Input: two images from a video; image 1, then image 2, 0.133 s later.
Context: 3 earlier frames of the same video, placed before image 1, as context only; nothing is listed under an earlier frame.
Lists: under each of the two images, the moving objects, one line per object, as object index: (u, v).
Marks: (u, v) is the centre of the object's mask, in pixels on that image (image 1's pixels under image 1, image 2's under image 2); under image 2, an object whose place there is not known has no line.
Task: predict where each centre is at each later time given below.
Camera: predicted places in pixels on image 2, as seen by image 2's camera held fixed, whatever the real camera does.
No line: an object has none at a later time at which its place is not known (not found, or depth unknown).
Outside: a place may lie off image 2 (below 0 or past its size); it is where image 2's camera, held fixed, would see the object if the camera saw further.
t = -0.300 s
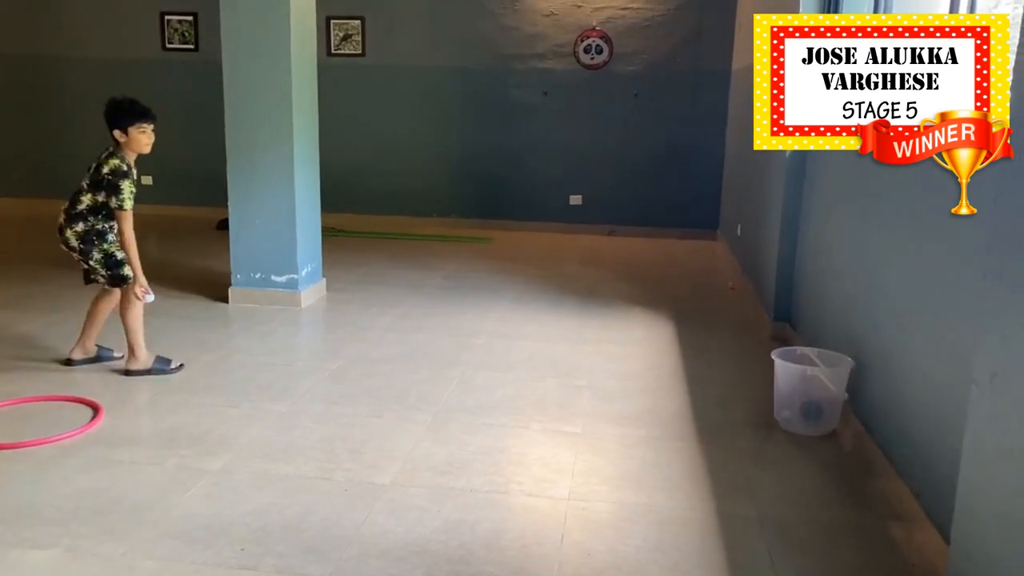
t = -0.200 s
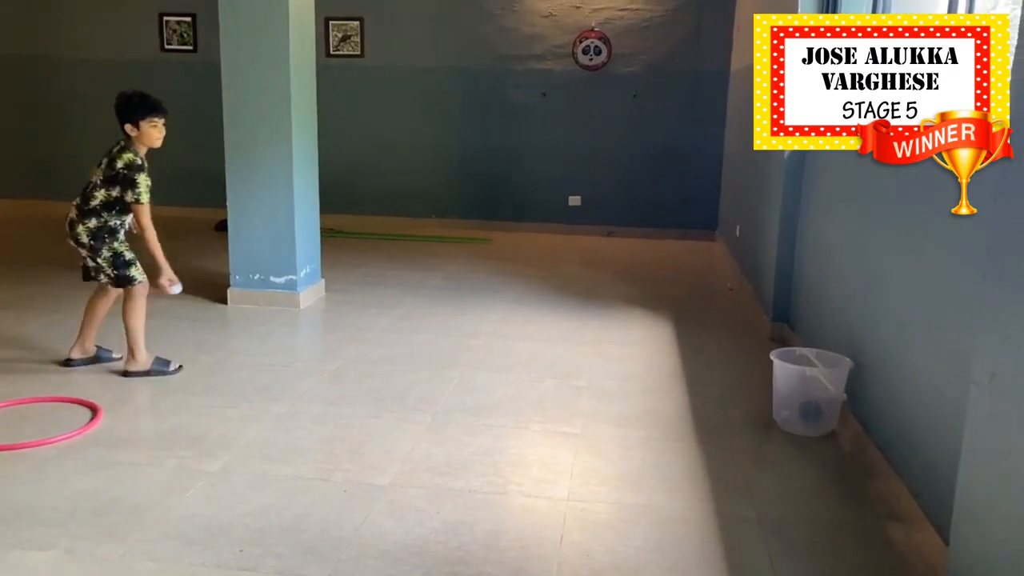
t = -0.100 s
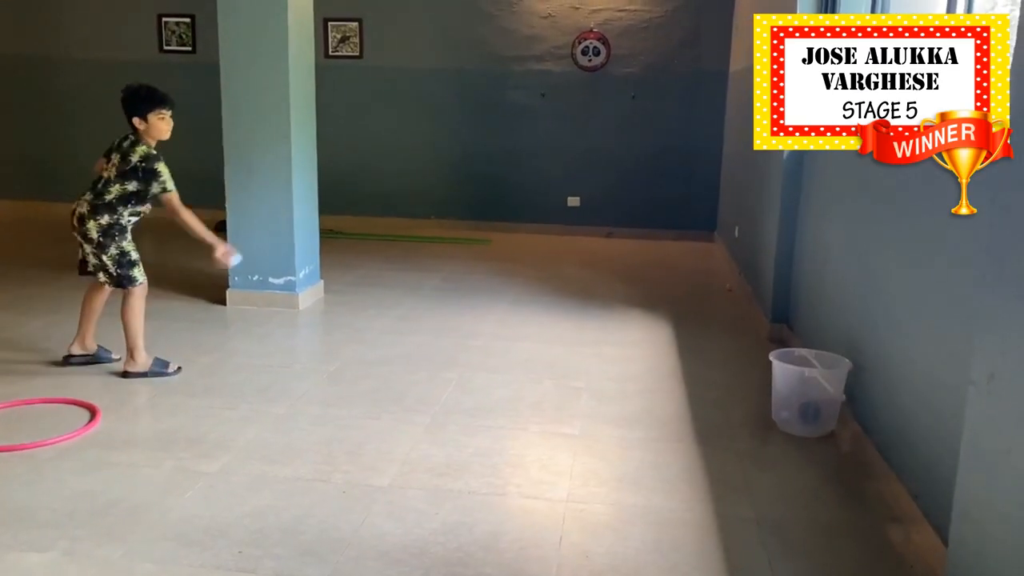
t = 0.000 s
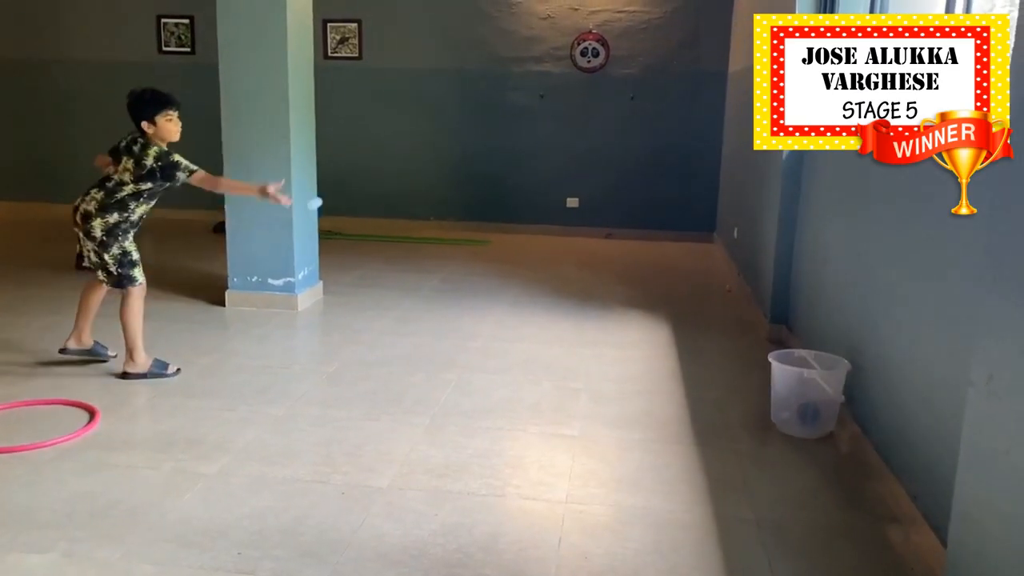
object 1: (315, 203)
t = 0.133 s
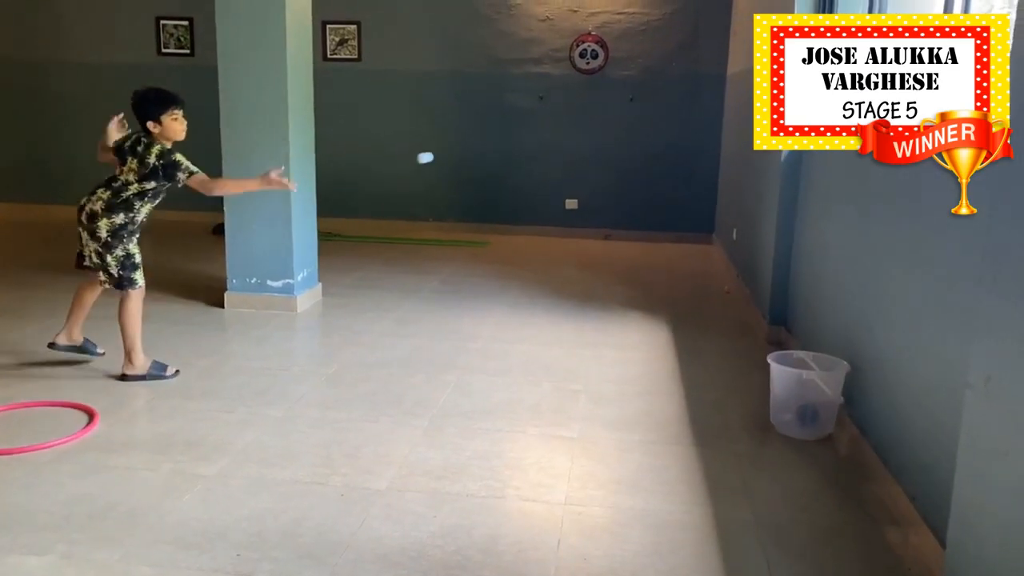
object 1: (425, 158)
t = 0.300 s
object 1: (569, 155)
